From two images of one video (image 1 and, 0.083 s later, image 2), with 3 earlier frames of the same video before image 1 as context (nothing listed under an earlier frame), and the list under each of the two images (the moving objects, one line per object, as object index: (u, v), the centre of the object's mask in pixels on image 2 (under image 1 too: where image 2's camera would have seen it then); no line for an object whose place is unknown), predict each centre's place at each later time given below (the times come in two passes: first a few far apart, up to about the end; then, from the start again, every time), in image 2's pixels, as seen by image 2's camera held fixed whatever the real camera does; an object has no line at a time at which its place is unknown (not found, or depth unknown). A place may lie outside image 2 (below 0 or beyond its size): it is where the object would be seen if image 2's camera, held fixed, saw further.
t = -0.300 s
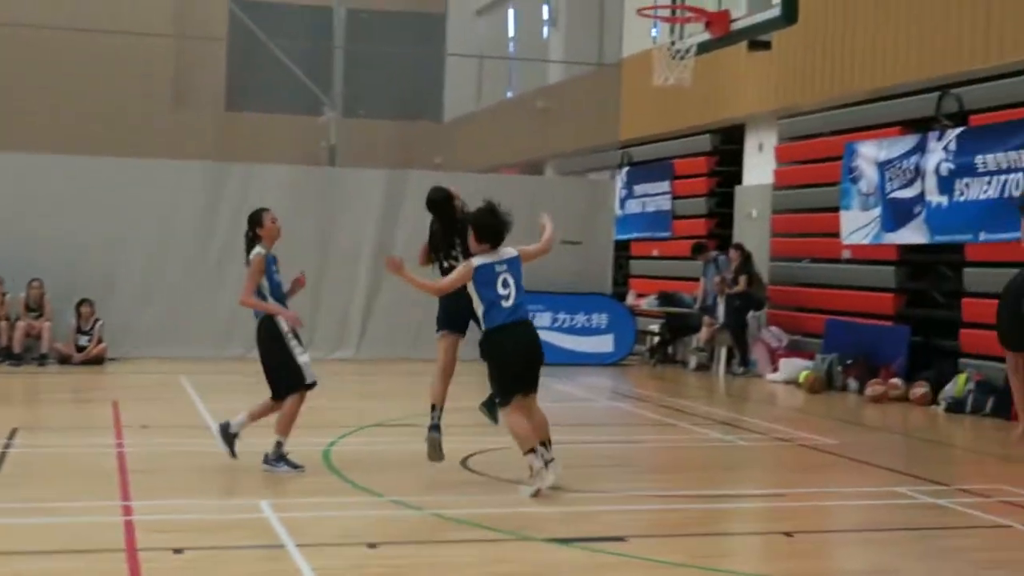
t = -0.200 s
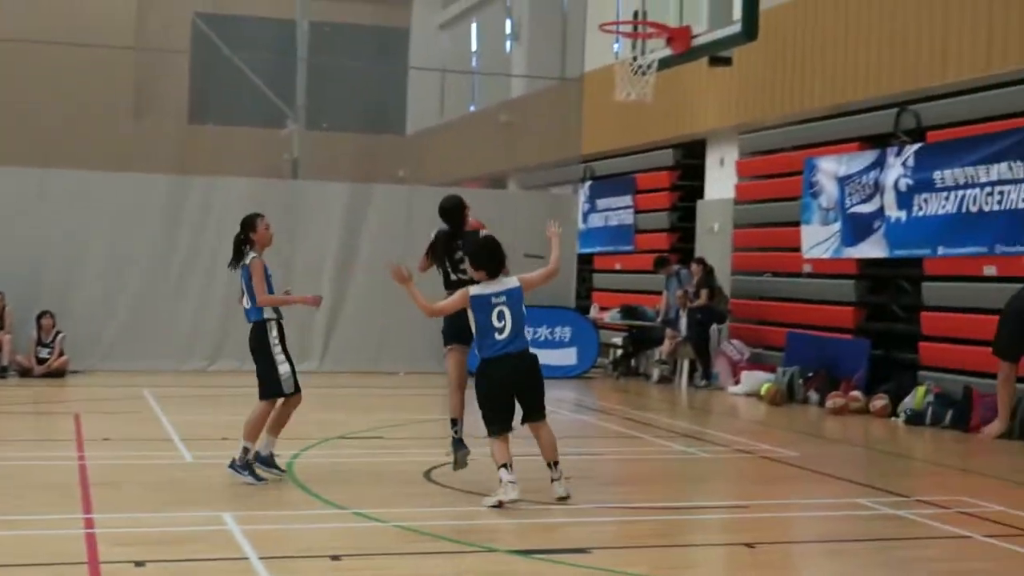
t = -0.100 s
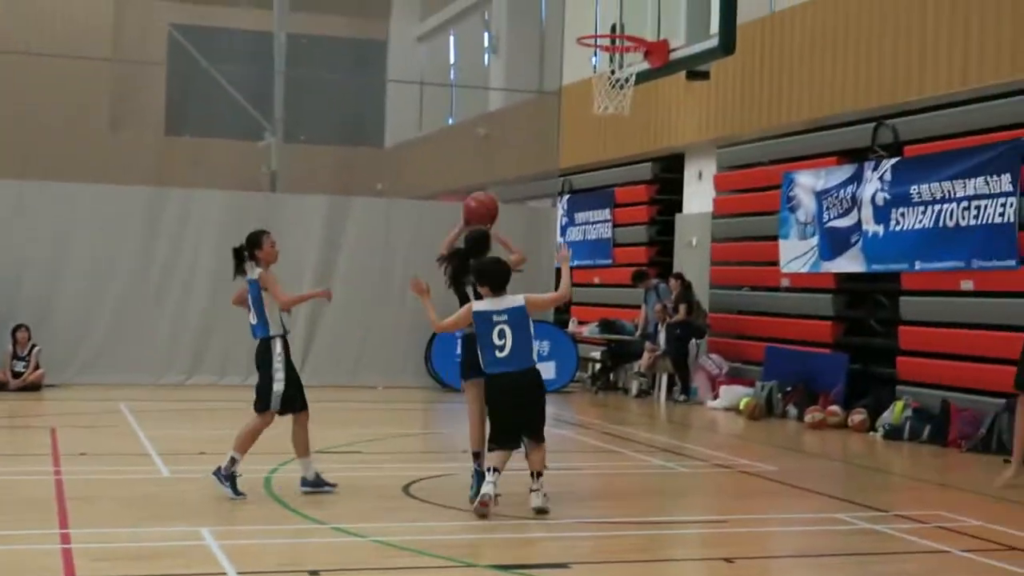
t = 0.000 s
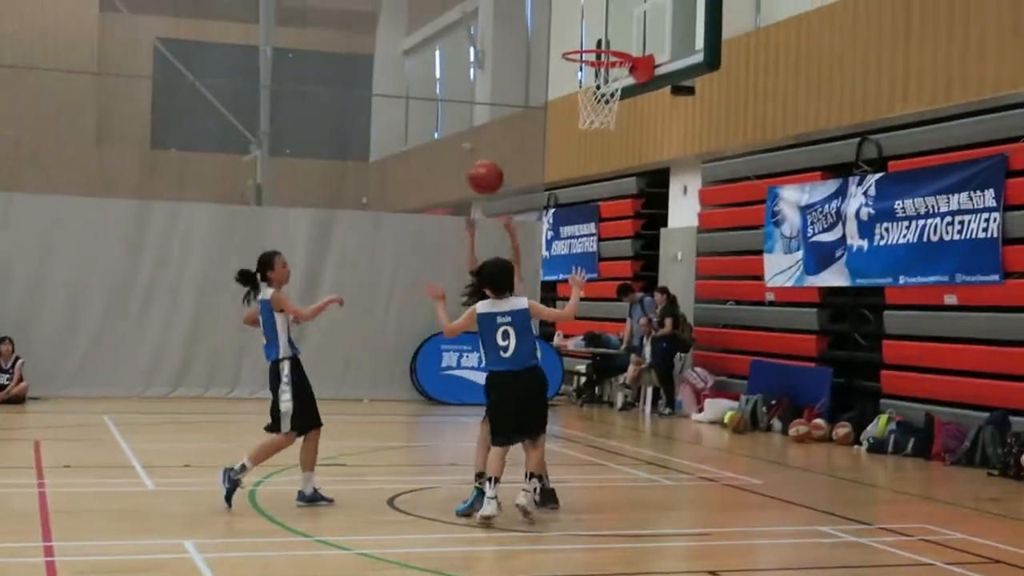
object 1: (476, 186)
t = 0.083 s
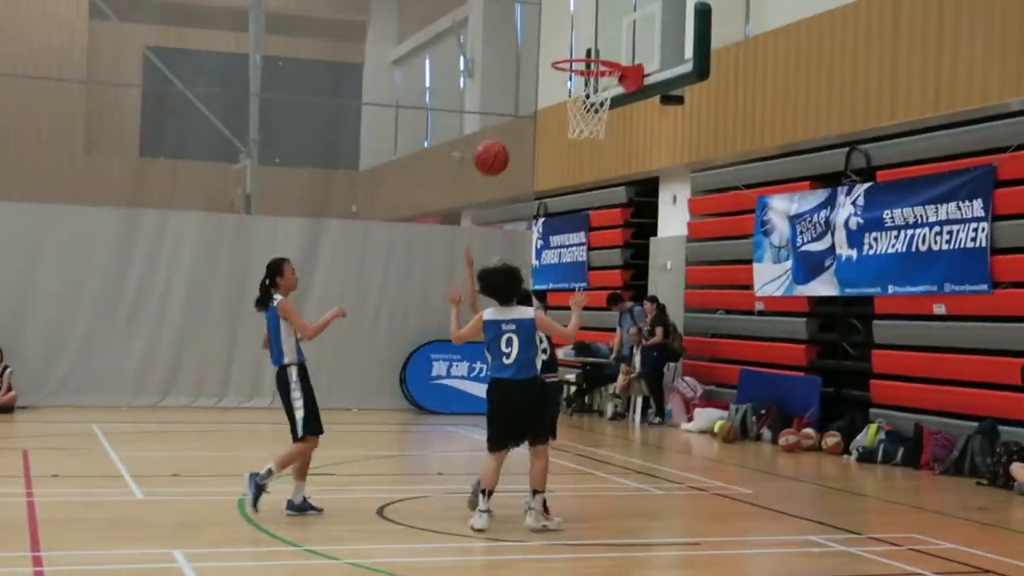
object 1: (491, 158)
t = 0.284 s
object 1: (524, 132)
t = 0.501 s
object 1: (562, 172)
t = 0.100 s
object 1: (494, 153)
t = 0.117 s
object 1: (496, 149)
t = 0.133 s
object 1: (499, 144)
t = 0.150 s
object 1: (502, 141)
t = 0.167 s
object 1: (504, 139)
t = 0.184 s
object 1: (507, 137)
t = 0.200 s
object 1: (510, 134)
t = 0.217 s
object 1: (512, 132)
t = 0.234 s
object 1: (515, 132)
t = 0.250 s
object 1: (518, 131)
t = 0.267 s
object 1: (522, 129)
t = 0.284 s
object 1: (524, 132)
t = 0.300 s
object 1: (527, 131)
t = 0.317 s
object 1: (529, 131)
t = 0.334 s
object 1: (532, 133)
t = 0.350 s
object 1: (536, 134)
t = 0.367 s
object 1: (538, 137)
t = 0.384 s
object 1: (542, 140)
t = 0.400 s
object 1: (545, 142)
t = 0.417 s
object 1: (548, 147)
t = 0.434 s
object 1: (550, 151)
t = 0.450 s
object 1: (553, 155)
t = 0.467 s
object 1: (557, 160)
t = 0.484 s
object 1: (559, 165)
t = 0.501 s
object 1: (562, 172)
